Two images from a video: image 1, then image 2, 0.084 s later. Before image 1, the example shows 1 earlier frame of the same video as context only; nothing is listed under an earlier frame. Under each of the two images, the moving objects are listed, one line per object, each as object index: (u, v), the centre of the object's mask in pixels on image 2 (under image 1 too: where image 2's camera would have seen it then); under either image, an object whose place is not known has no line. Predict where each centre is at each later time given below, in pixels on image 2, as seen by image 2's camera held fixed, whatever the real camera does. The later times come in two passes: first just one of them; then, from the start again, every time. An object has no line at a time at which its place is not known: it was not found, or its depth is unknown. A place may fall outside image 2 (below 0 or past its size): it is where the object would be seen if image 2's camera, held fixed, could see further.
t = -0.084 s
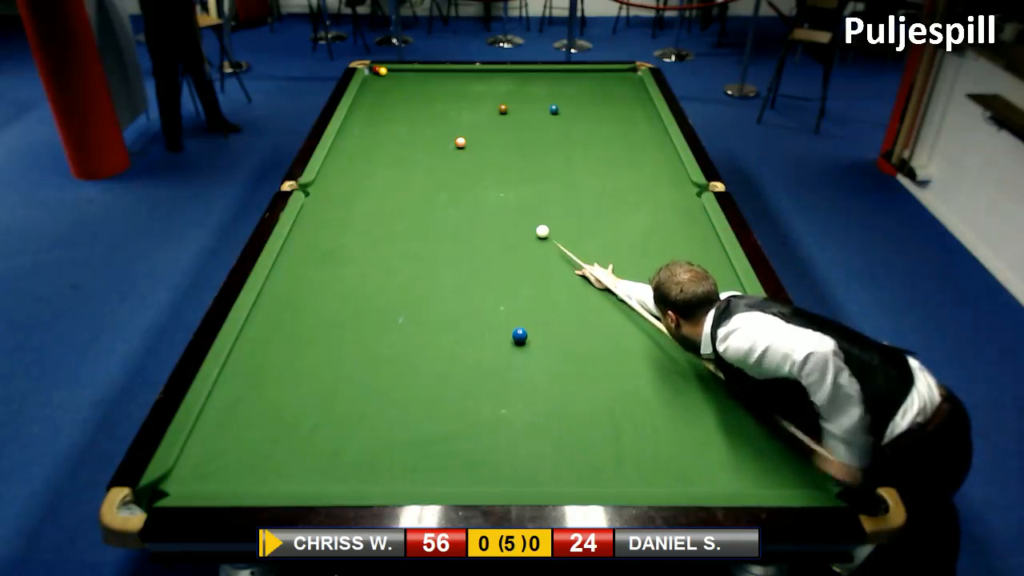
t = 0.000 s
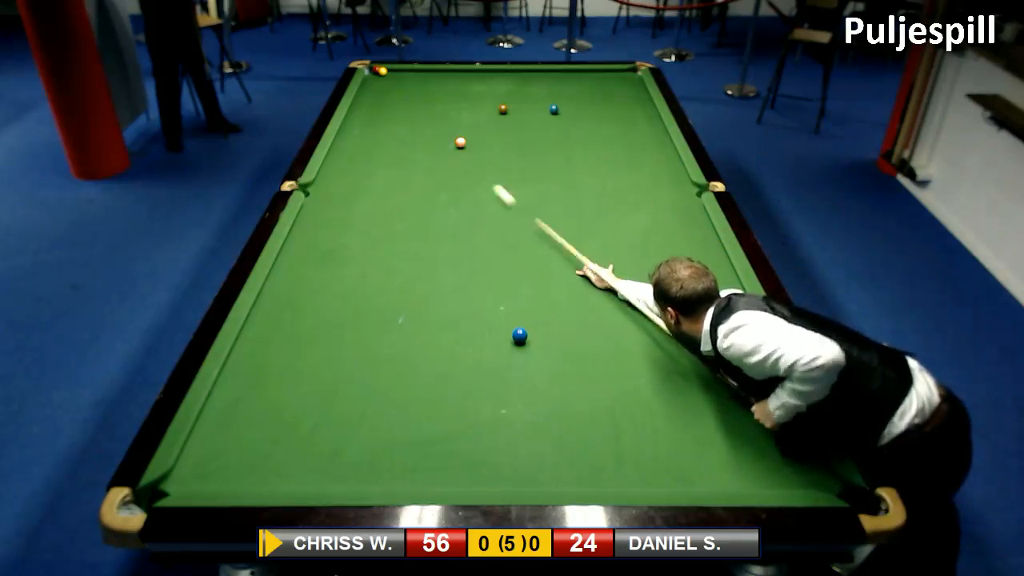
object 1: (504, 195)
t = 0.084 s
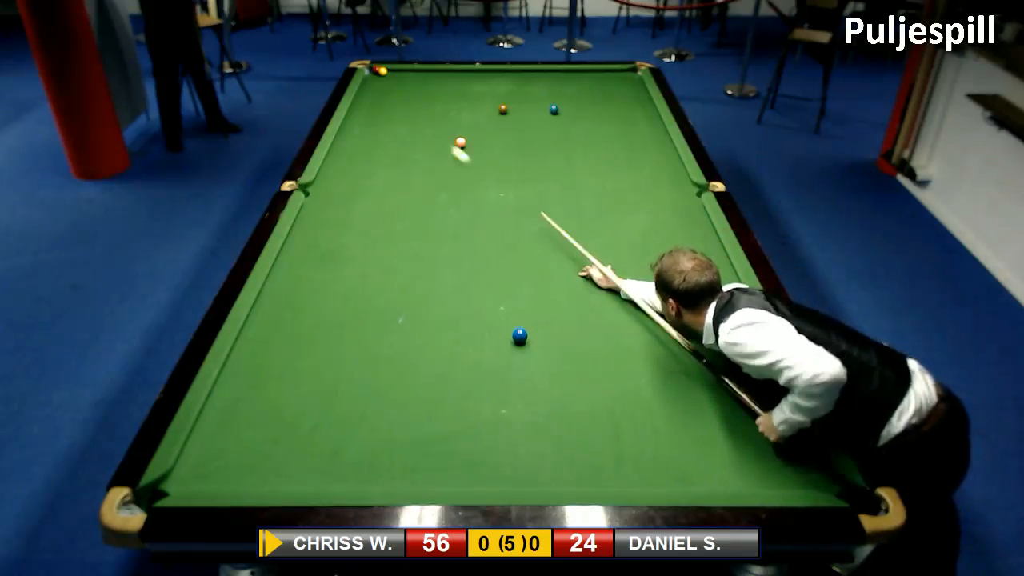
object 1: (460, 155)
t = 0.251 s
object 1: (398, 97)
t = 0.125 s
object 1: (442, 138)
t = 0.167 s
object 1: (426, 123)
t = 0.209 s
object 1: (411, 109)
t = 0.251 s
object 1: (398, 97)
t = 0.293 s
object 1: (385, 86)
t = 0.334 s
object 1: (373, 75)
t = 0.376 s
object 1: (365, 66)
